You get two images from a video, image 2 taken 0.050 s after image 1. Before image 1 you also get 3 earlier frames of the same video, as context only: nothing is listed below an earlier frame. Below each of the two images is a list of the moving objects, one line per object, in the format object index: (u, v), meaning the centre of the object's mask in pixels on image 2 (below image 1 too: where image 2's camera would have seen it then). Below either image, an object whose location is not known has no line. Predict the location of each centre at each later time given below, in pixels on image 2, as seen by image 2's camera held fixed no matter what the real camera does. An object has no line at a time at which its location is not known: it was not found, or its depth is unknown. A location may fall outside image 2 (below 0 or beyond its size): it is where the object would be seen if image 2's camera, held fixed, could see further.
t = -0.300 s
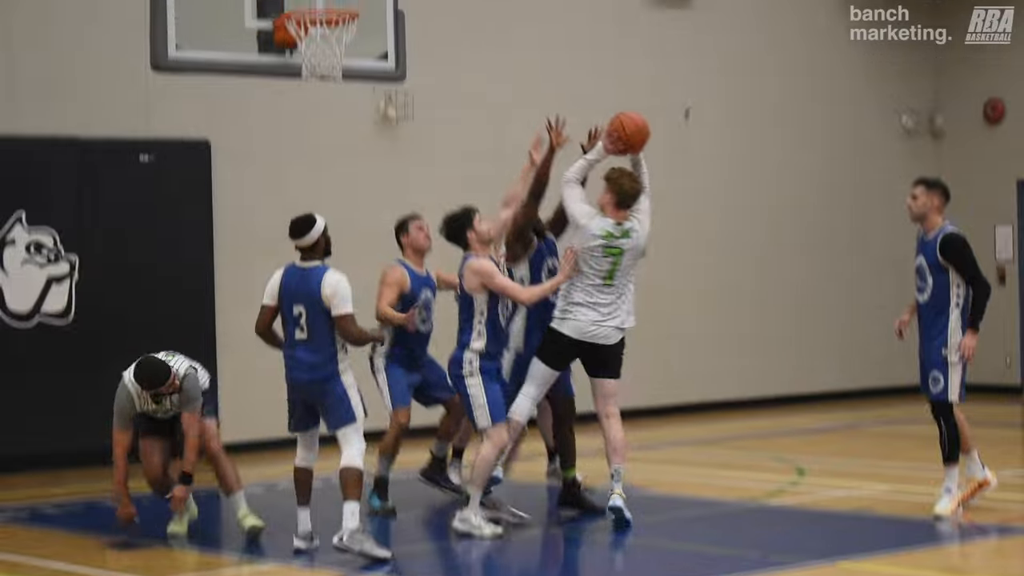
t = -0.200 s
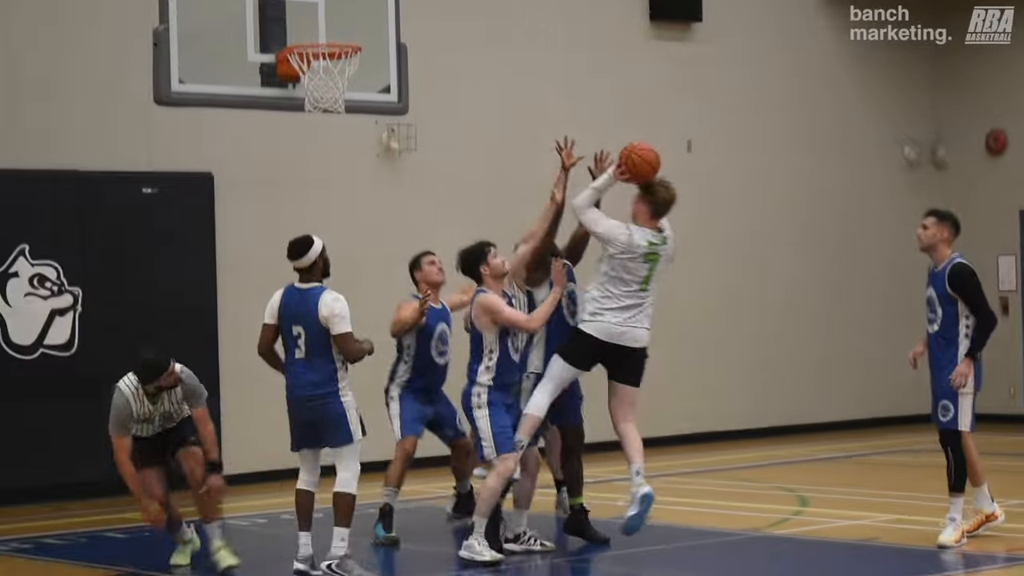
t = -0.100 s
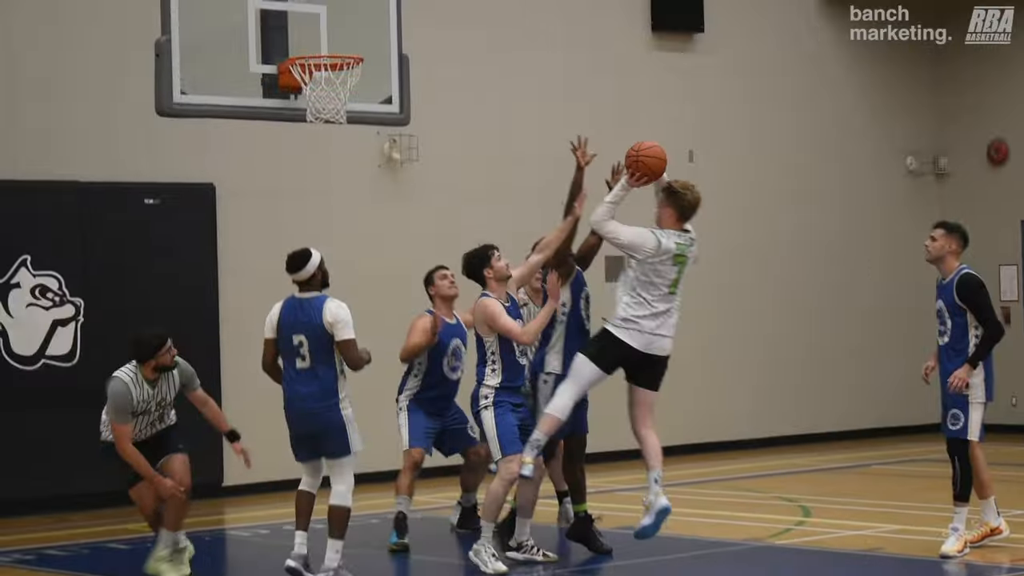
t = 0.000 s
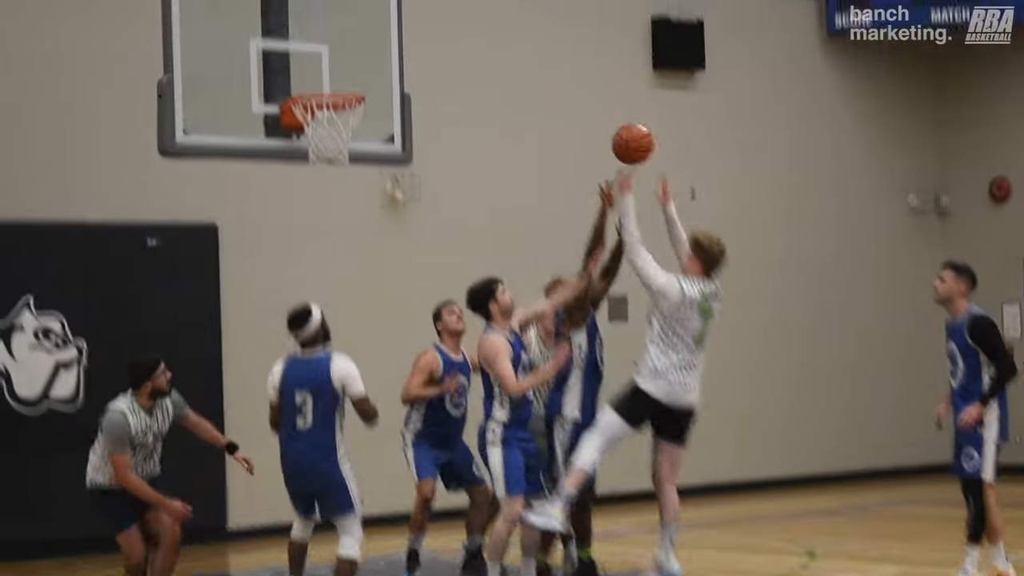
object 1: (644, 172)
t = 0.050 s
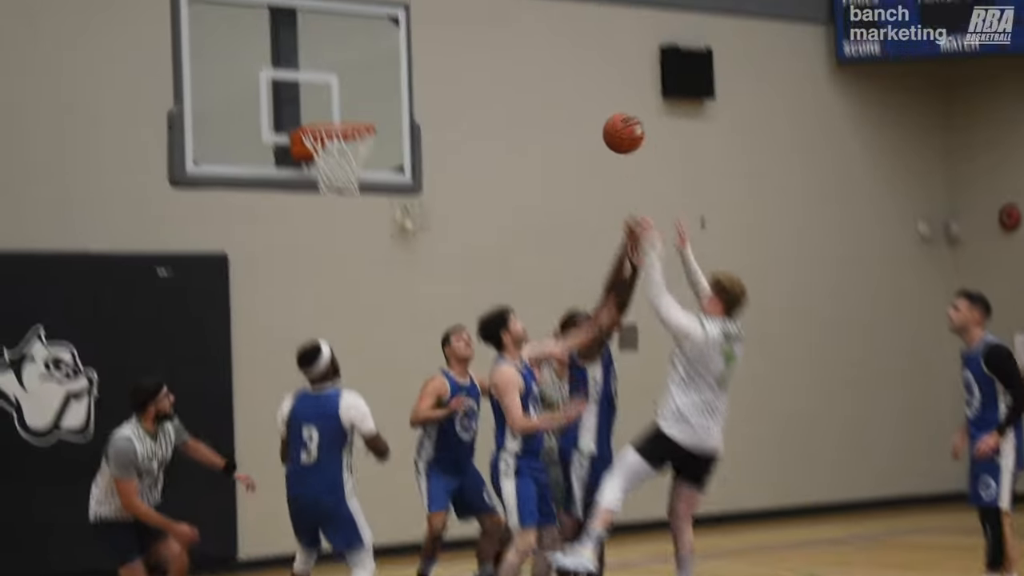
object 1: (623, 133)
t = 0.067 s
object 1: (617, 121)
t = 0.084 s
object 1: (610, 109)
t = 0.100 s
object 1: (604, 98)
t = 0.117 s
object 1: (598, 88)
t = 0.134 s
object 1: (592, 77)
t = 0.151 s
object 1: (586, 67)
